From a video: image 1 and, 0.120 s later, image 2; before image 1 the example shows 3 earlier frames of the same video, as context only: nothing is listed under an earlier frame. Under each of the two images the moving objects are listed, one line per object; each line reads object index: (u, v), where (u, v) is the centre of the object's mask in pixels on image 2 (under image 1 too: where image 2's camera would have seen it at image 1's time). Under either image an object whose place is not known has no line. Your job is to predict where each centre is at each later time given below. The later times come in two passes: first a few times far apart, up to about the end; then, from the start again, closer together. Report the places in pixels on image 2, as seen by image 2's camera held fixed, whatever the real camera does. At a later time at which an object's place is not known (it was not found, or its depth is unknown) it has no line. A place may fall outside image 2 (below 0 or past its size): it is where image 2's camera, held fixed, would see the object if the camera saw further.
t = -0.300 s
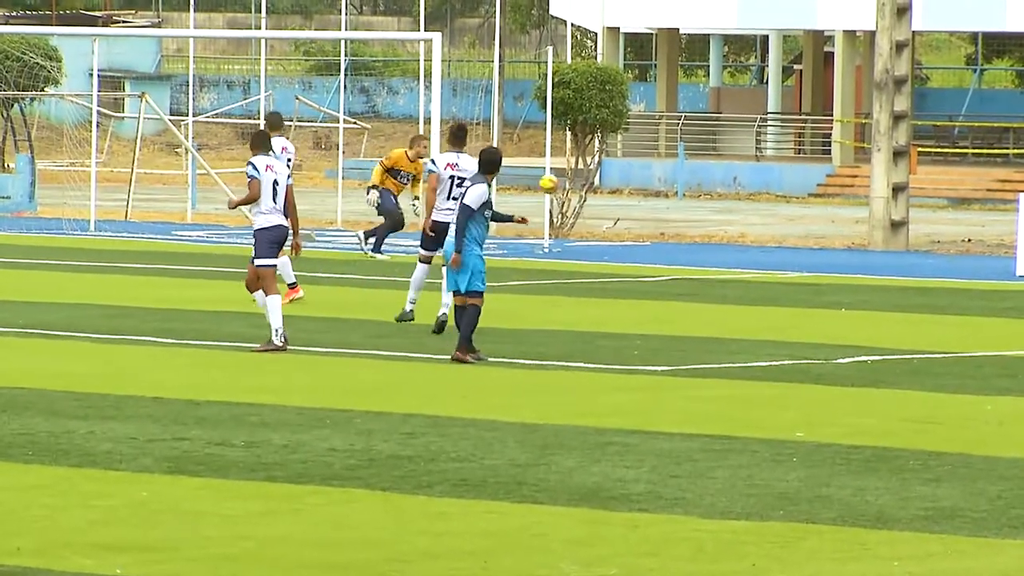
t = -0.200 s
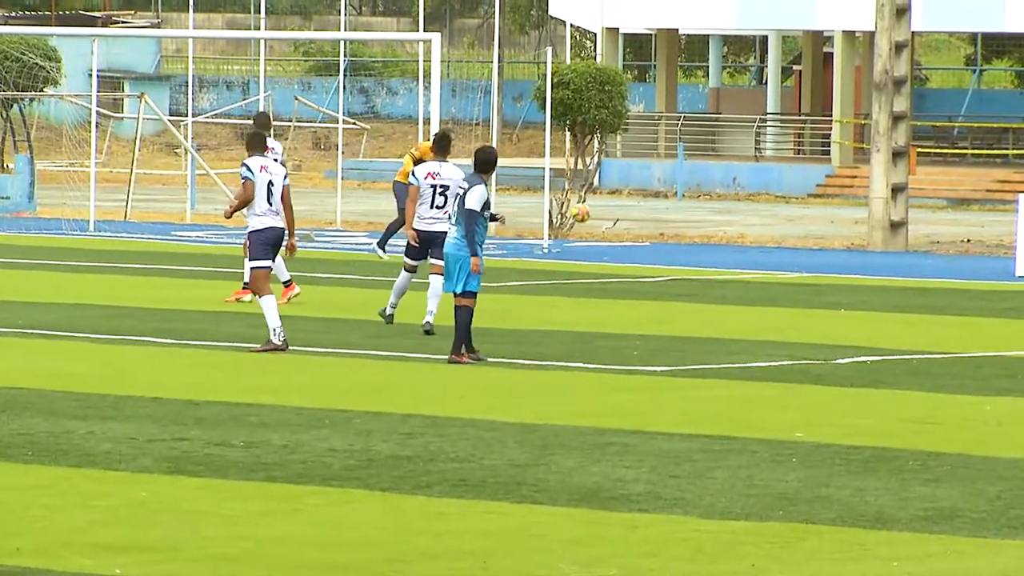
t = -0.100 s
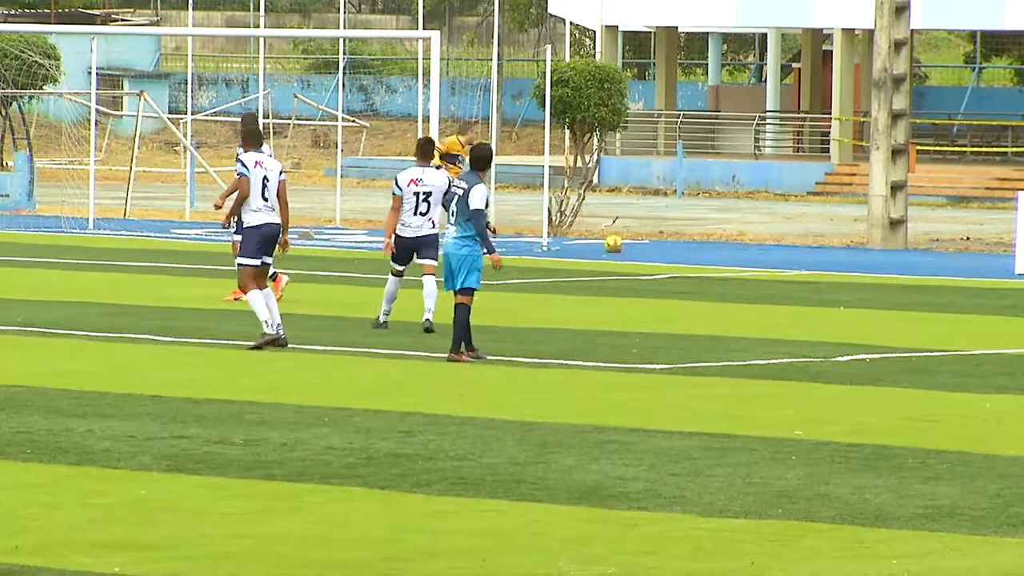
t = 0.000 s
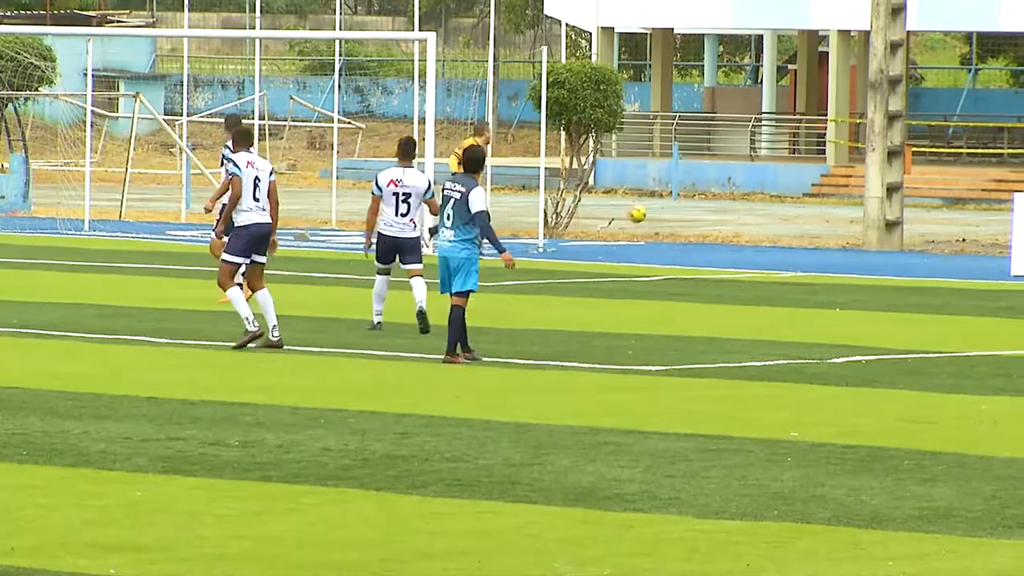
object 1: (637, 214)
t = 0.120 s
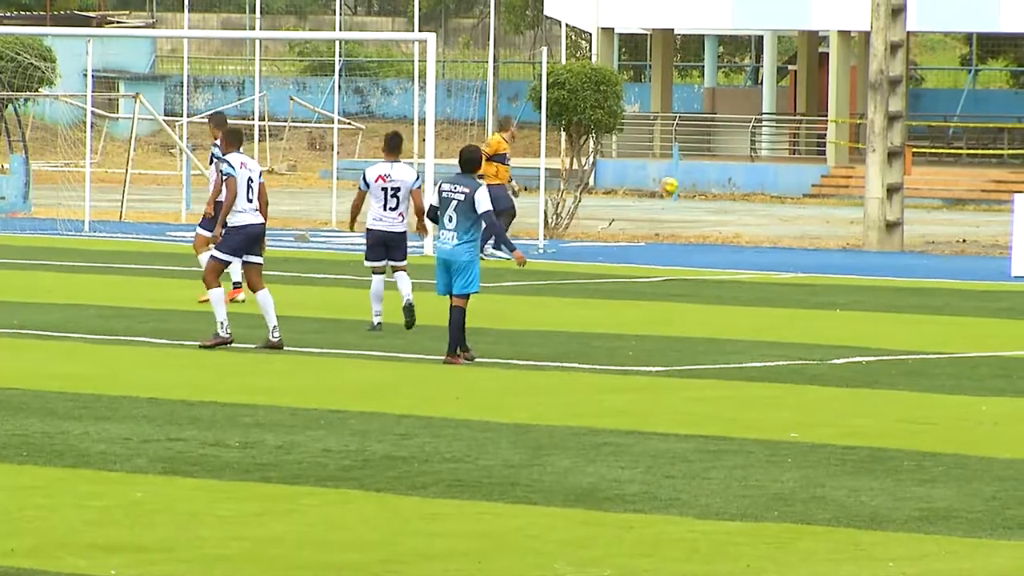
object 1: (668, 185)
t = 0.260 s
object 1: (705, 171)
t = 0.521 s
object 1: (771, 189)
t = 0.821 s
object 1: (841, 234)
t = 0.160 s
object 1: (679, 179)
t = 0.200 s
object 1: (690, 175)
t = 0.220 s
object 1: (694, 173)
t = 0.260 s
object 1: (705, 171)
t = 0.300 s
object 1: (715, 170)
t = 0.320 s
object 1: (720, 171)
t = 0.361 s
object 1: (730, 171)
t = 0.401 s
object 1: (739, 174)
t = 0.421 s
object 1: (744, 176)
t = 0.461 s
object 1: (755, 181)
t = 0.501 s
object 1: (766, 187)
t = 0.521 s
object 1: (771, 189)
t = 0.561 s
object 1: (783, 198)
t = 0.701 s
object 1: (815, 237)
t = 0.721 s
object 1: (818, 242)
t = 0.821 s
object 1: (841, 234)
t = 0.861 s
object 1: (850, 226)
